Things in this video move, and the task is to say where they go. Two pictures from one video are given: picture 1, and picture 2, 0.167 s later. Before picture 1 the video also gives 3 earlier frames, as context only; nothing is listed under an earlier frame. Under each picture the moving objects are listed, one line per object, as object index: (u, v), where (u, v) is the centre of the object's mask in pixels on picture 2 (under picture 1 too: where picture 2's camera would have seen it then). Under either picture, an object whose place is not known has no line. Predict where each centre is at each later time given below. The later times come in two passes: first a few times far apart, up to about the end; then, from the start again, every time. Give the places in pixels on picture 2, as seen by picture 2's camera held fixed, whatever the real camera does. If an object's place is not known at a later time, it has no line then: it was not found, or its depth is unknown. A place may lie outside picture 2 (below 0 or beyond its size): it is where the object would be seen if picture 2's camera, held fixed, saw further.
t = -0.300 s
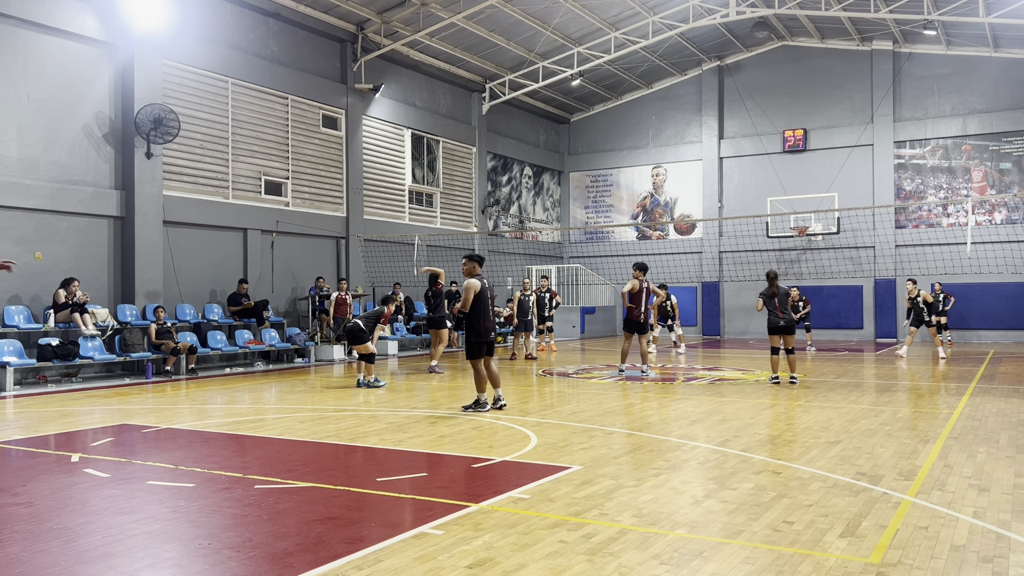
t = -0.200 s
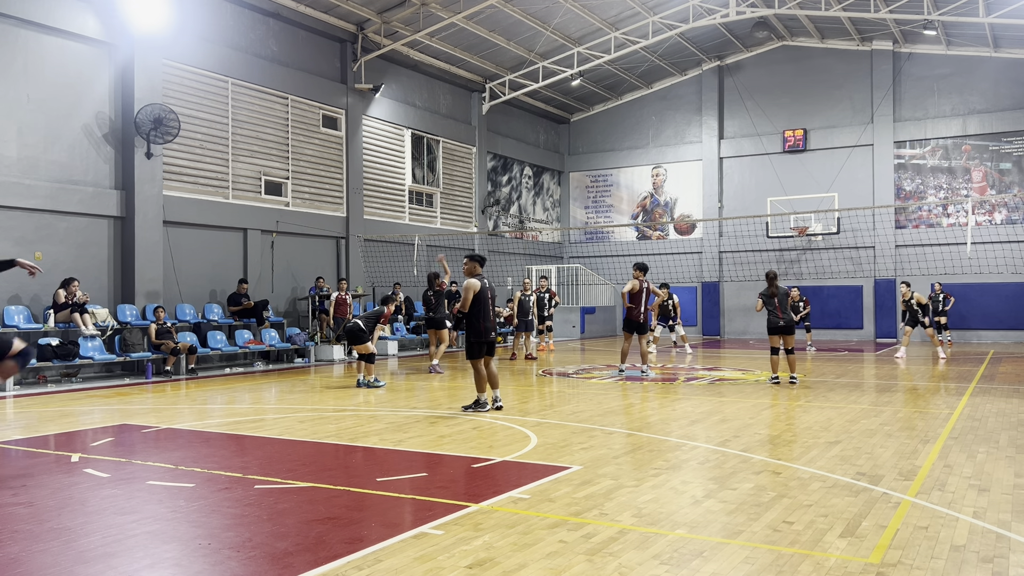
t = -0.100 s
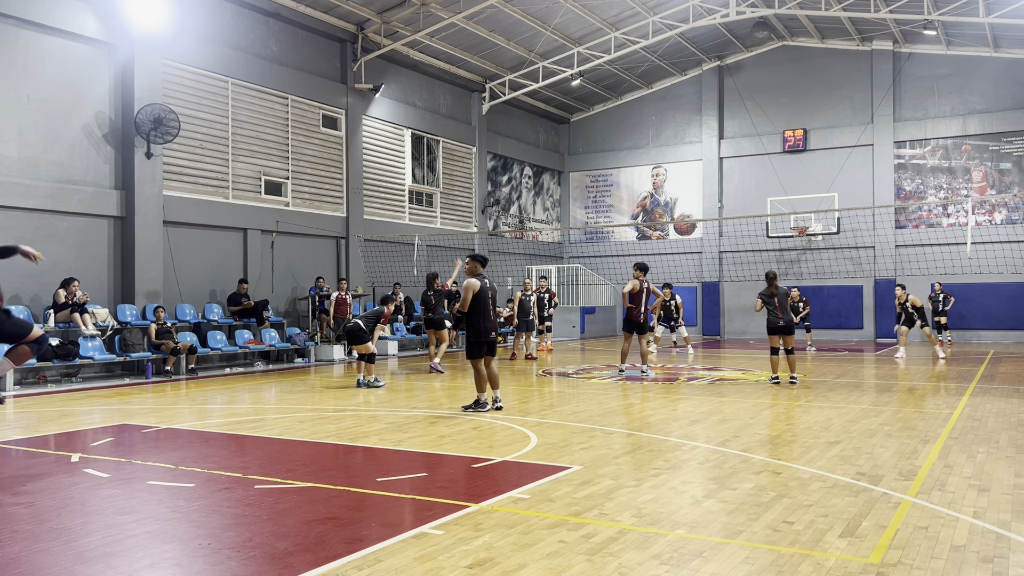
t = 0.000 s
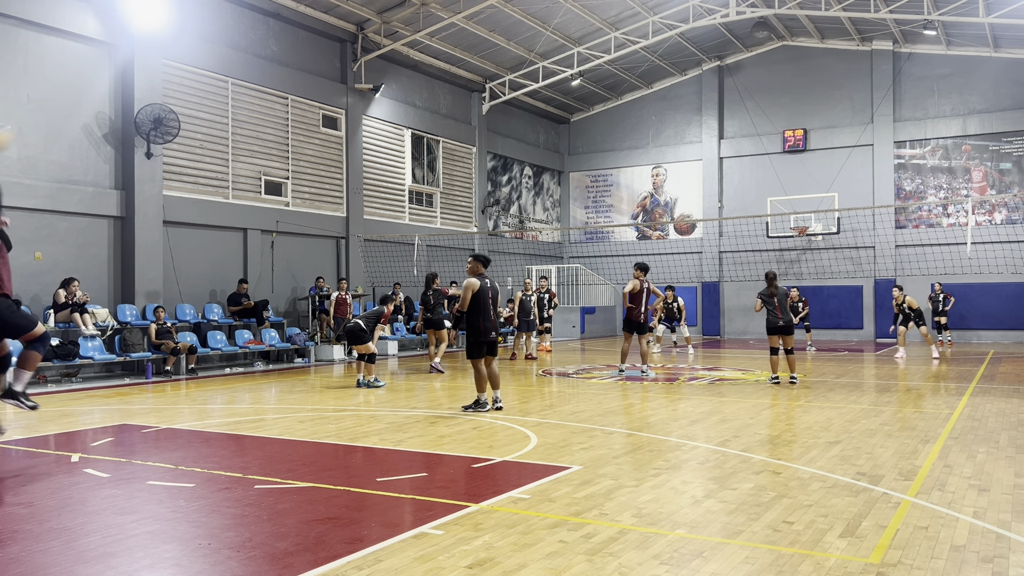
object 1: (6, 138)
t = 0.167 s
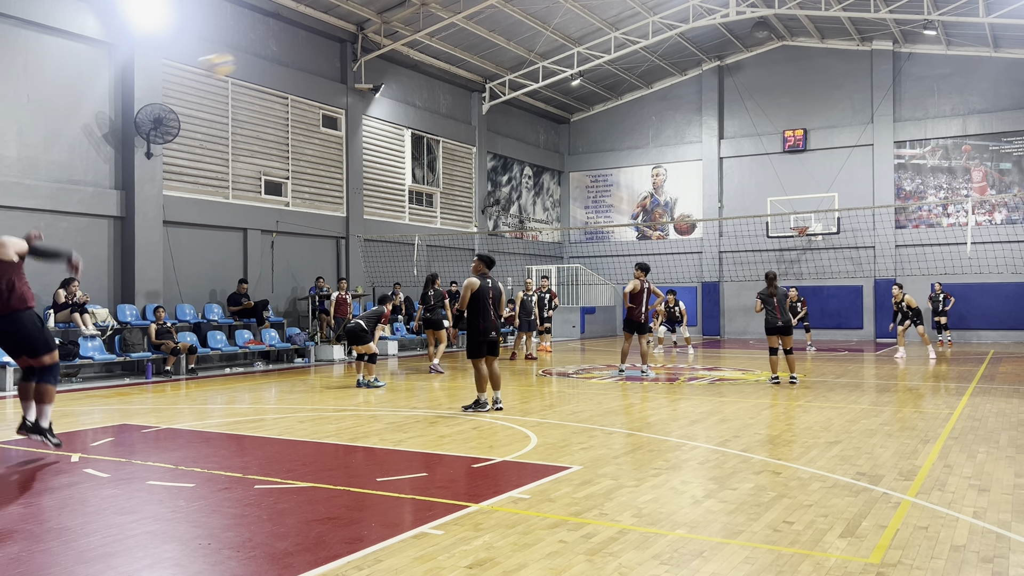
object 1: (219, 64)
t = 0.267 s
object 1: (310, 46)
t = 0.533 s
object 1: (472, 49)
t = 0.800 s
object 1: (567, 94)
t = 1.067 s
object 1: (625, 159)
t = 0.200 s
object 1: (251, 57)
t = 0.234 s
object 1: (281, 51)
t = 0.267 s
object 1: (310, 46)
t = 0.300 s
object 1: (335, 43)
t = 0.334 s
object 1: (360, 41)
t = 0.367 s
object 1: (382, 39)
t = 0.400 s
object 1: (403, 40)
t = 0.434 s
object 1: (422, 41)
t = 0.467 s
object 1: (441, 42)
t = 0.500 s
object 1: (457, 45)
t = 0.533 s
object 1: (472, 49)
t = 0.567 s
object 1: (487, 53)
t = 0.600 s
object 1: (501, 58)
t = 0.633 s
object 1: (514, 63)
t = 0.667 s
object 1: (525, 68)
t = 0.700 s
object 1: (537, 74)
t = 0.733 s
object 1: (547, 81)
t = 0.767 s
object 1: (558, 87)
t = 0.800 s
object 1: (567, 94)
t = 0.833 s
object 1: (576, 102)
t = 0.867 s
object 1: (584, 109)
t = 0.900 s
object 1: (592, 117)
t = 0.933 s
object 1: (599, 124)
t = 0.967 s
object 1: (606, 133)
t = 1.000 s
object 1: (613, 142)
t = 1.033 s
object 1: (619, 150)
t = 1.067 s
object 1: (625, 159)
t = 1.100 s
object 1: (632, 168)
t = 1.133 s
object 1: (637, 178)
